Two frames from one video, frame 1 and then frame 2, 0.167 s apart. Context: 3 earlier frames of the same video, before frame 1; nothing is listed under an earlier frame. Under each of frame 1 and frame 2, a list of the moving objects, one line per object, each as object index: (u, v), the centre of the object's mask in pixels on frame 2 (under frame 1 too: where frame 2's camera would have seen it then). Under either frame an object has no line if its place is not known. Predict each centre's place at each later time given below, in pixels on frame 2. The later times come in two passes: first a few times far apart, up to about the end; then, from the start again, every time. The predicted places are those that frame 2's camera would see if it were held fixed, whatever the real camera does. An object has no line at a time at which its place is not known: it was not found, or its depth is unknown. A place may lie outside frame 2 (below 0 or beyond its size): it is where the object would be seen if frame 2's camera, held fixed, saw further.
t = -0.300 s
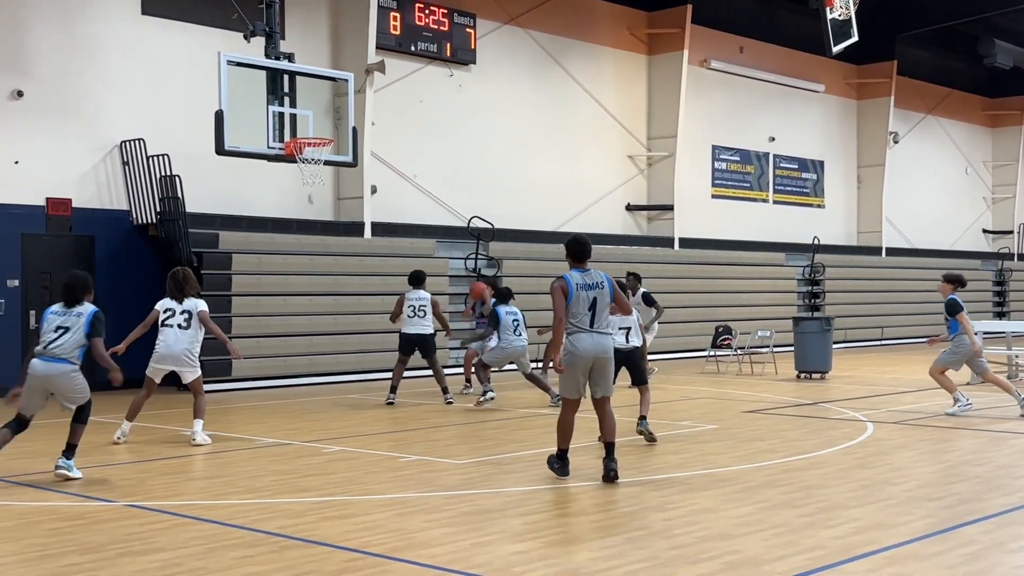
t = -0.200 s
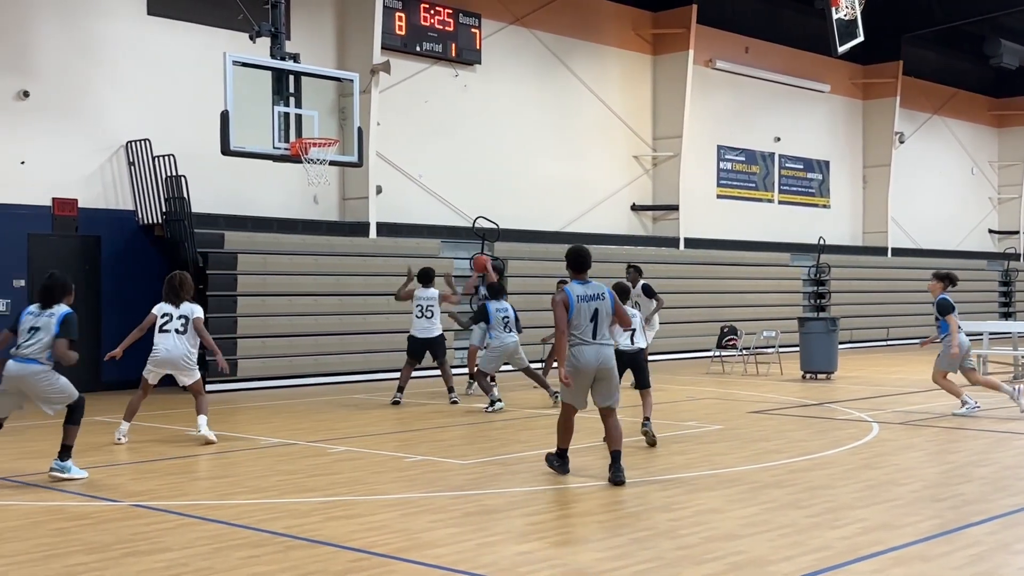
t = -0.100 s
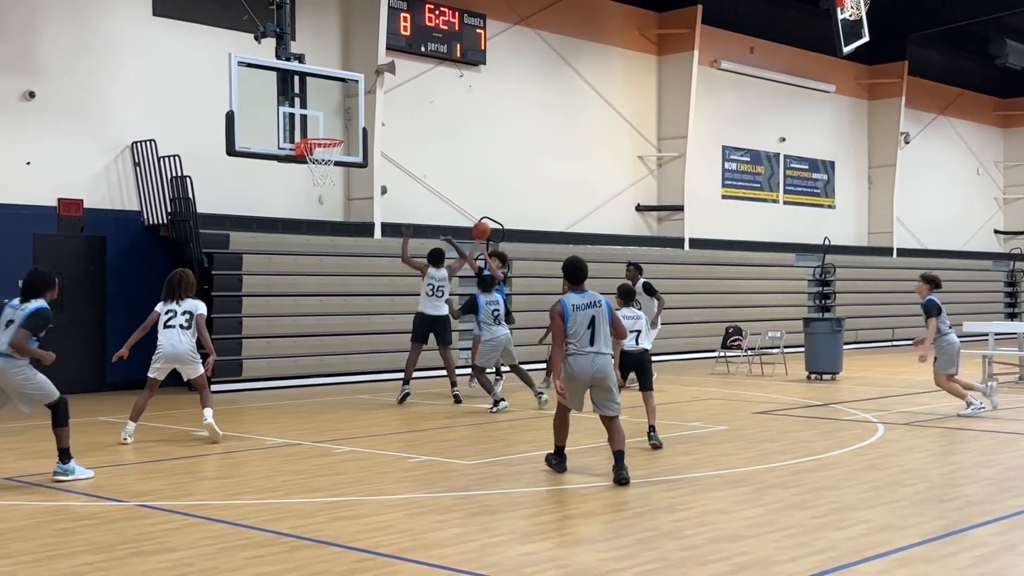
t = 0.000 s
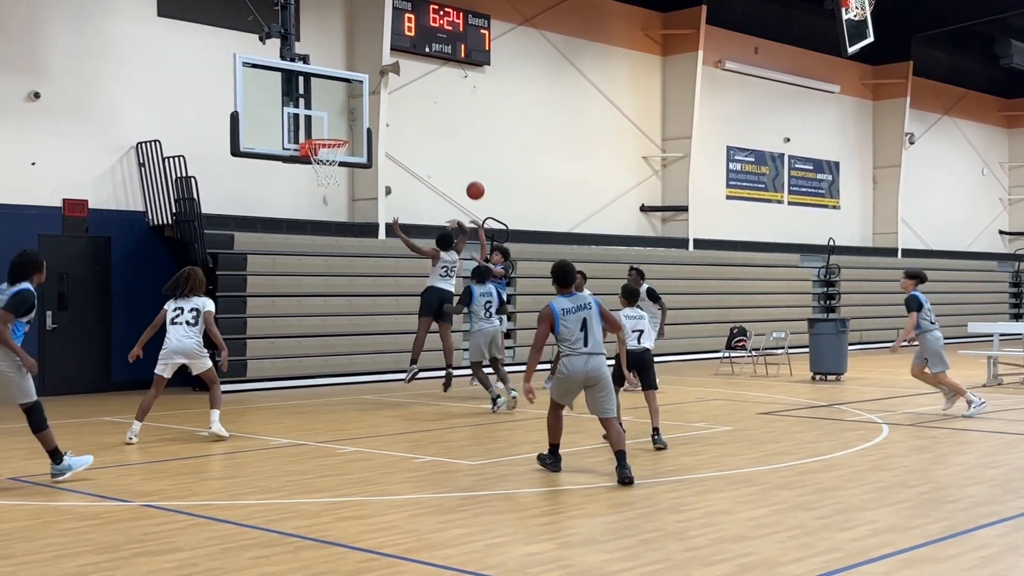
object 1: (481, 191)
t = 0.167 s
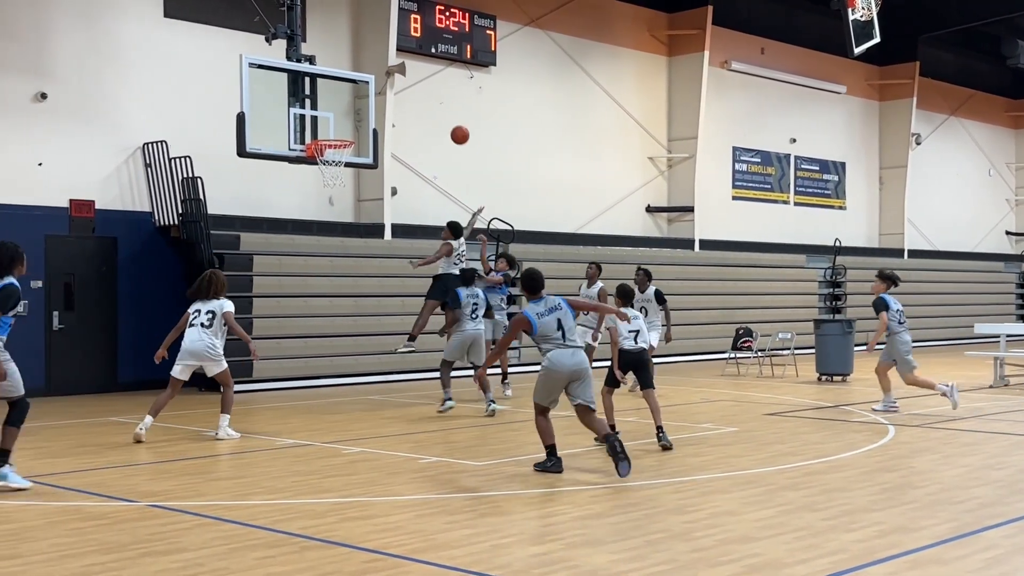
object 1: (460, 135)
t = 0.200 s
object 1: (456, 126)
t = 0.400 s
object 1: (429, 89)
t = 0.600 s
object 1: (402, 83)
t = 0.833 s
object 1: (367, 117)
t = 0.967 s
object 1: (366, 124)
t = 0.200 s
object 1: (456, 126)
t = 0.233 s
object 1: (451, 118)
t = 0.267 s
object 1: (447, 110)
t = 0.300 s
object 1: (443, 103)
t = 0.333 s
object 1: (438, 98)
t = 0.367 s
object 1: (434, 93)
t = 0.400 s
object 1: (429, 89)
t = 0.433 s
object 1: (425, 85)
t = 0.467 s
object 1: (420, 83)
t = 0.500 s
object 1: (416, 82)
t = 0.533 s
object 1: (411, 81)
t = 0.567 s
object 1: (407, 81)
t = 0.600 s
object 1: (402, 83)
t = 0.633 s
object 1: (397, 84)
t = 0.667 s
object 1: (392, 87)
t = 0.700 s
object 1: (387, 91)
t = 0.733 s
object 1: (382, 96)
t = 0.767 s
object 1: (377, 102)
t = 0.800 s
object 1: (372, 109)
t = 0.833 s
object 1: (367, 117)
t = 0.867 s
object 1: (362, 126)
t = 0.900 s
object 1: (359, 134)
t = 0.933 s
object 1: (362, 129)
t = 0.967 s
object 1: (366, 124)
